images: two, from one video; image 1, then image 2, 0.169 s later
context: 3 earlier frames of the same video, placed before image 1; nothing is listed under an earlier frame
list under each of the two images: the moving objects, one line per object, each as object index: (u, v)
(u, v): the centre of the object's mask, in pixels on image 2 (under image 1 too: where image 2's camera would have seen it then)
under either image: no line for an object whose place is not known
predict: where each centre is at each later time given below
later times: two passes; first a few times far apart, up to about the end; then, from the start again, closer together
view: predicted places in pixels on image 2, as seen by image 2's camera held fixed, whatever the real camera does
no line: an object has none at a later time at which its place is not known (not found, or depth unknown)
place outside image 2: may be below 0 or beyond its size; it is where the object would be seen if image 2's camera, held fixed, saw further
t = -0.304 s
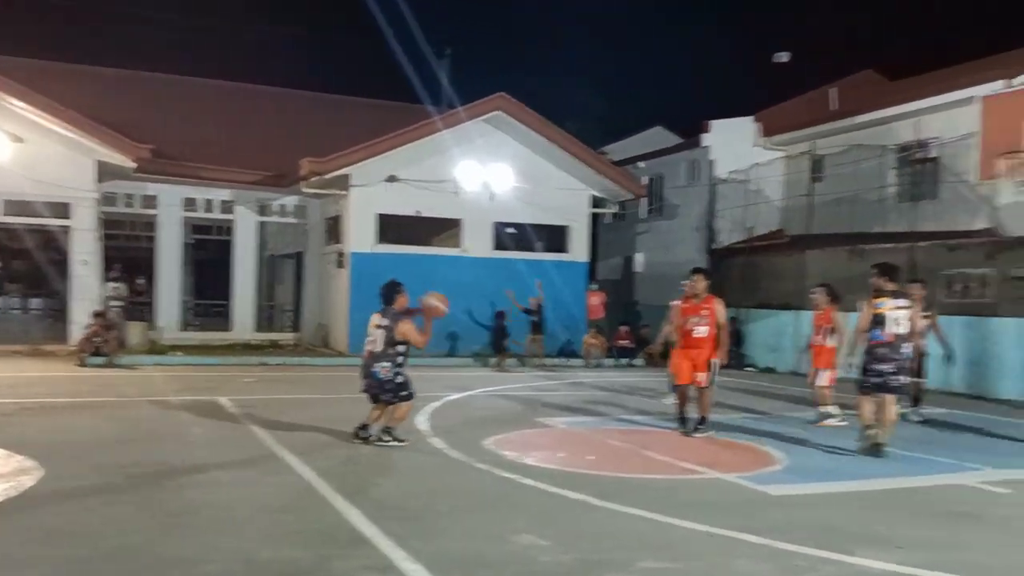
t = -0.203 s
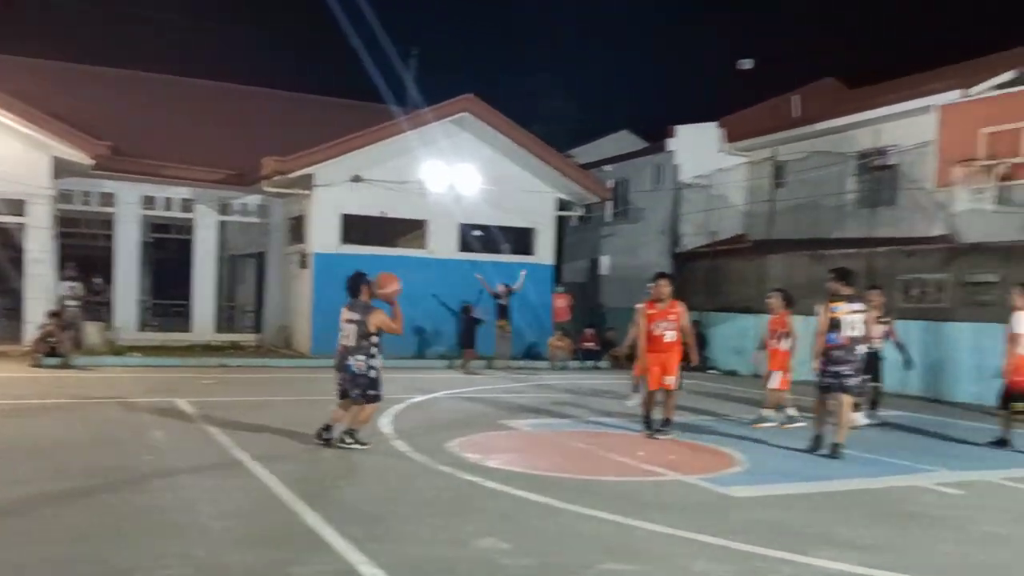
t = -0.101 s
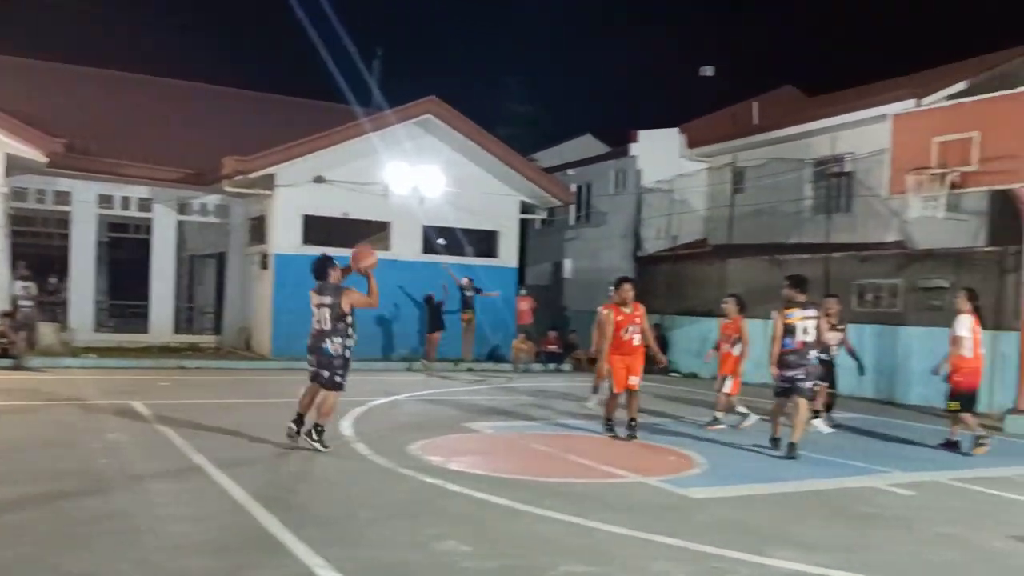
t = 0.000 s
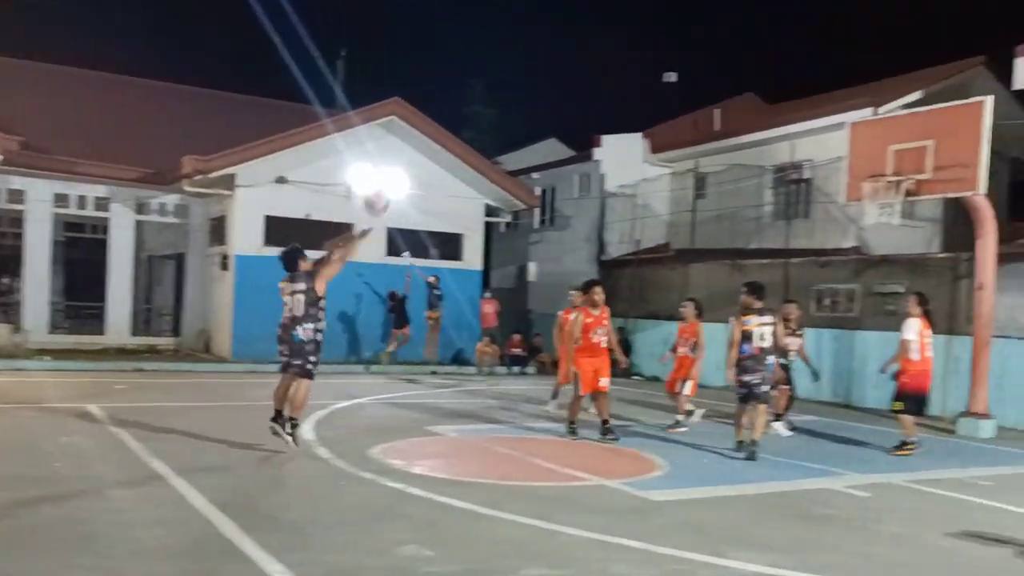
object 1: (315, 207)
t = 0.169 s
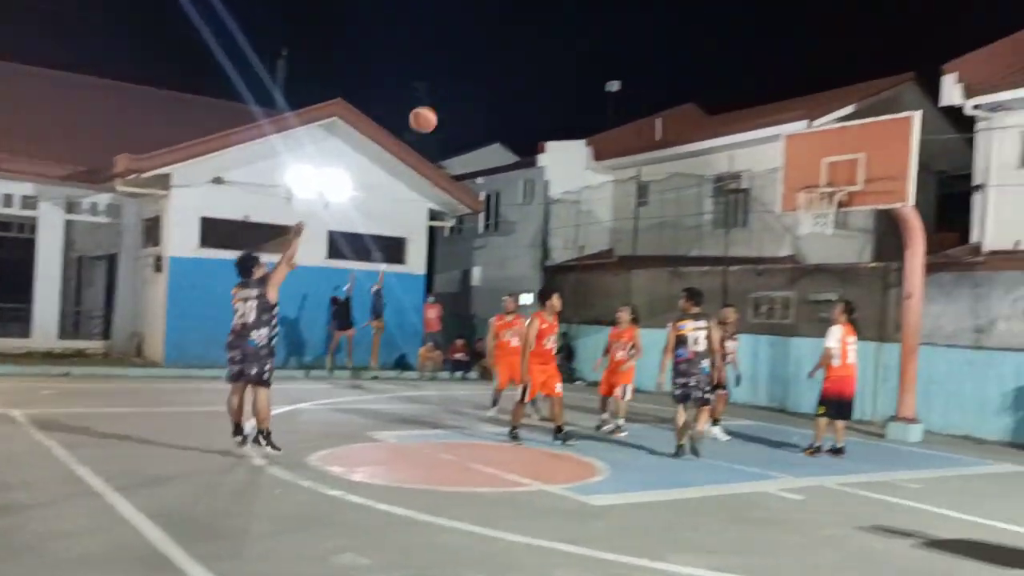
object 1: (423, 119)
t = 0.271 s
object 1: (481, 87)
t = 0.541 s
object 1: (618, 58)
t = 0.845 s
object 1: (743, 107)
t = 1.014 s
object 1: (803, 166)
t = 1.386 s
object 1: (801, 172)
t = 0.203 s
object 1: (443, 108)
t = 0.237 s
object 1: (462, 96)
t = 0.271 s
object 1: (481, 87)
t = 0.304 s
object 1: (500, 79)
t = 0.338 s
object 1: (518, 72)
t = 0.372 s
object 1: (536, 67)
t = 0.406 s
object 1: (553, 62)
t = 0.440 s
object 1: (570, 60)
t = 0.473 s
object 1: (586, 58)
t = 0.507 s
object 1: (602, 57)
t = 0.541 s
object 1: (618, 58)
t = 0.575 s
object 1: (634, 59)
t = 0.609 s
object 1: (649, 62)
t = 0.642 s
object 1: (663, 65)
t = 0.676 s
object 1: (676, 70)
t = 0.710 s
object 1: (690, 75)
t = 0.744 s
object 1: (704, 82)
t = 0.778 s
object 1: (717, 89)
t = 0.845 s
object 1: (743, 107)
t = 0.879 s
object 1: (755, 117)
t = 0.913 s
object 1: (768, 126)
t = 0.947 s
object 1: (780, 139)
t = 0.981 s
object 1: (791, 152)
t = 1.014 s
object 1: (803, 166)
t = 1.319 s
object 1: (808, 171)
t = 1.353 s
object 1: (804, 172)
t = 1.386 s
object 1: (801, 172)
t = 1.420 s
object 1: (797, 175)
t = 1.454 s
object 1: (791, 177)
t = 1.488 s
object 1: (787, 181)
